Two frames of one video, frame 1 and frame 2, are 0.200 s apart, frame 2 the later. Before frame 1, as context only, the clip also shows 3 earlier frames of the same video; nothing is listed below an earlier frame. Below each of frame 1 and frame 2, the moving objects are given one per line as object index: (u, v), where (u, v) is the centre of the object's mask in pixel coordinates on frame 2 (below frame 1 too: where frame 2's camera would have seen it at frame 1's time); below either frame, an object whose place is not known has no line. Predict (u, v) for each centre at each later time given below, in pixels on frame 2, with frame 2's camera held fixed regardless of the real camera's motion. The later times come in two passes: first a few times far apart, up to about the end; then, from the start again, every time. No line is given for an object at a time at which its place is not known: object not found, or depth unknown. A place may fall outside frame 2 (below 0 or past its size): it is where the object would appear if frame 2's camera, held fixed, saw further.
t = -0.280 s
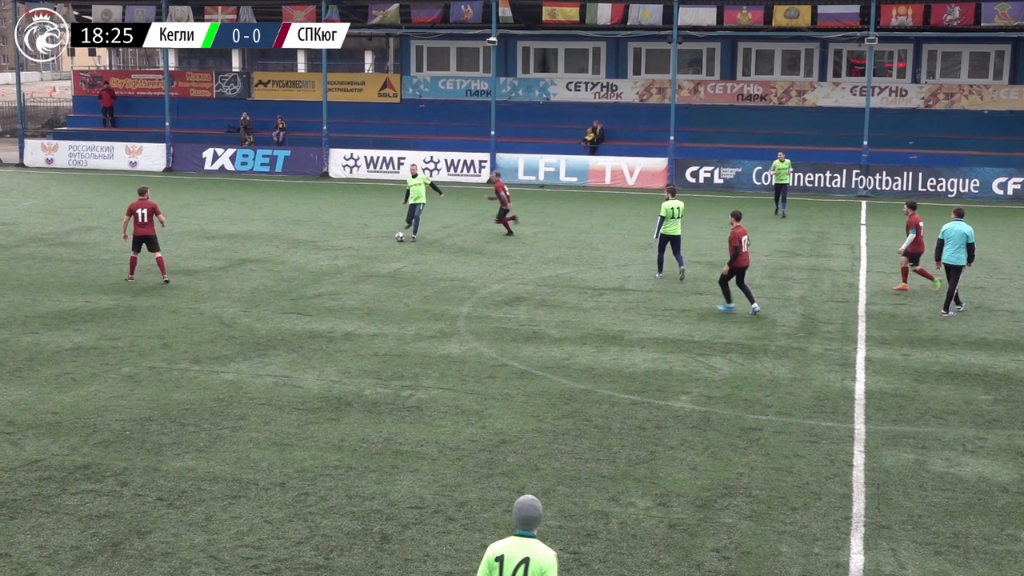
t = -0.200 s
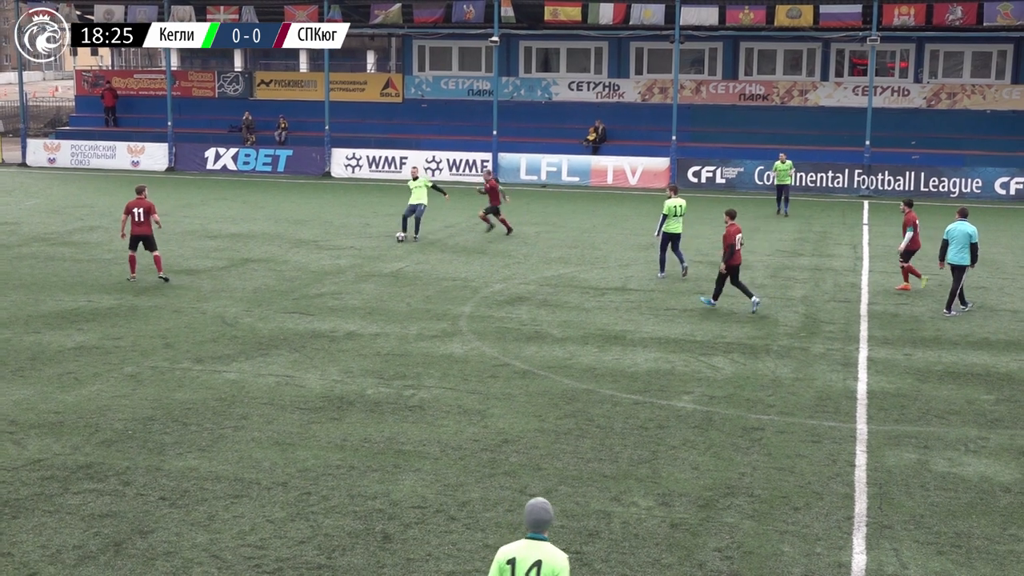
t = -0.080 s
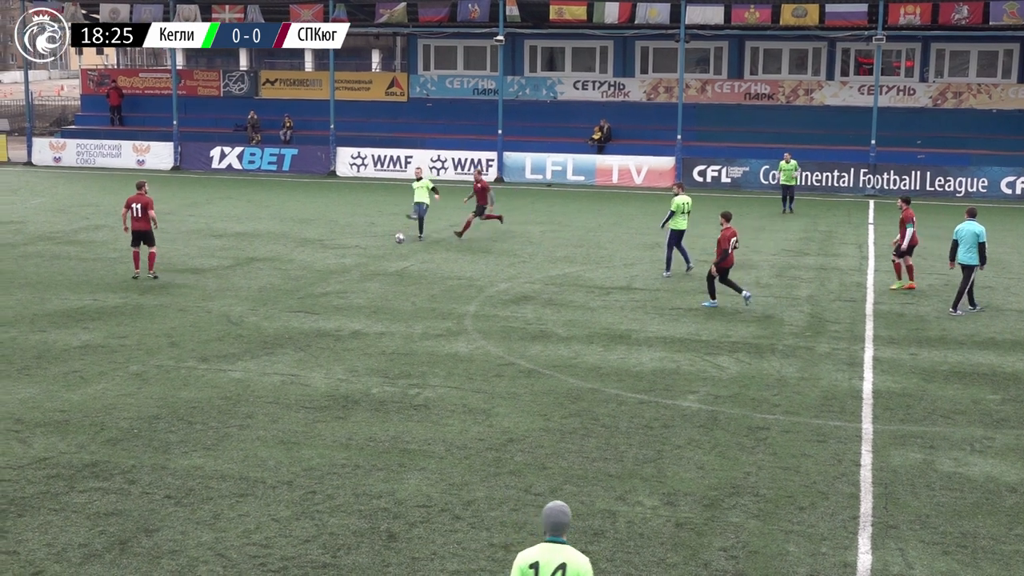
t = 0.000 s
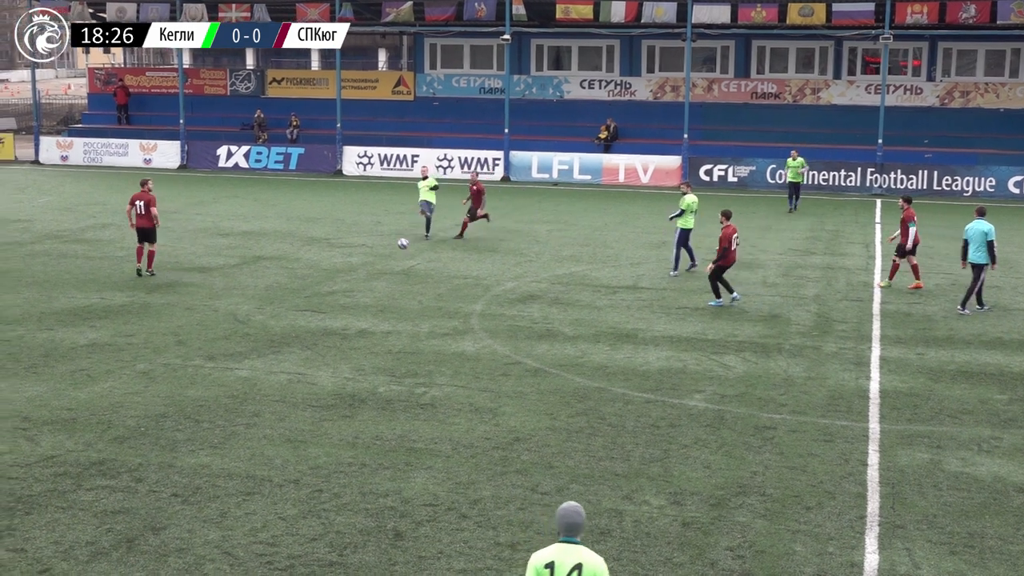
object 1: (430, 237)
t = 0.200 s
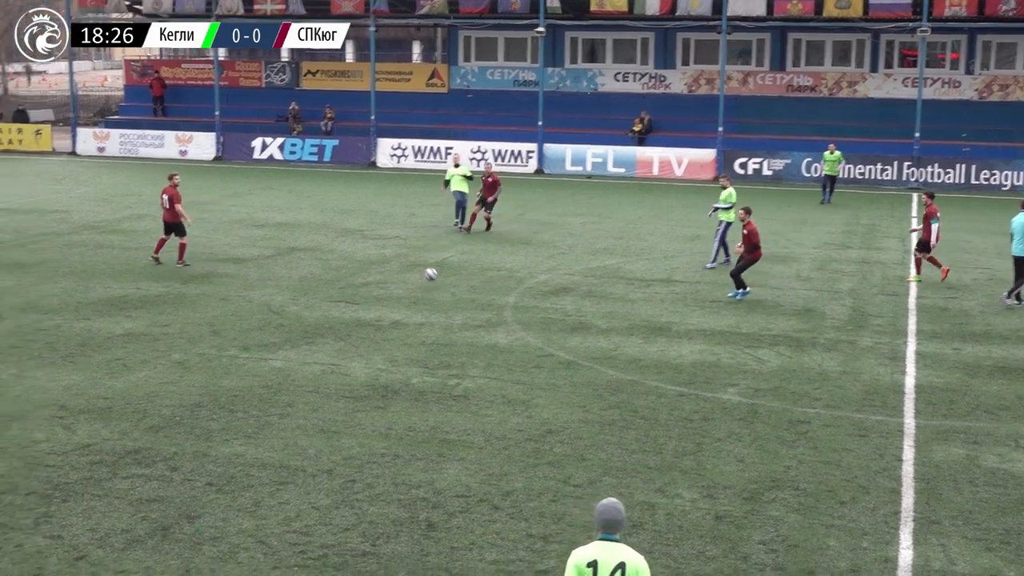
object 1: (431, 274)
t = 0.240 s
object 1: (431, 286)
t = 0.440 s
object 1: (433, 300)
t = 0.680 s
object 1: (435, 369)
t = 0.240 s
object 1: (431, 286)
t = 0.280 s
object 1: (431, 289)
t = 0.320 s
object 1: (432, 290)
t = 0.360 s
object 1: (432, 292)
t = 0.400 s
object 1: (433, 295)
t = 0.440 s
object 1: (433, 300)
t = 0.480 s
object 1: (434, 307)
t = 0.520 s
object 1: (434, 315)
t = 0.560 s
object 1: (434, 325)
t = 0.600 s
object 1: (435, 337)
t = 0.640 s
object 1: (435, 352)
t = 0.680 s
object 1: (435, 369)
